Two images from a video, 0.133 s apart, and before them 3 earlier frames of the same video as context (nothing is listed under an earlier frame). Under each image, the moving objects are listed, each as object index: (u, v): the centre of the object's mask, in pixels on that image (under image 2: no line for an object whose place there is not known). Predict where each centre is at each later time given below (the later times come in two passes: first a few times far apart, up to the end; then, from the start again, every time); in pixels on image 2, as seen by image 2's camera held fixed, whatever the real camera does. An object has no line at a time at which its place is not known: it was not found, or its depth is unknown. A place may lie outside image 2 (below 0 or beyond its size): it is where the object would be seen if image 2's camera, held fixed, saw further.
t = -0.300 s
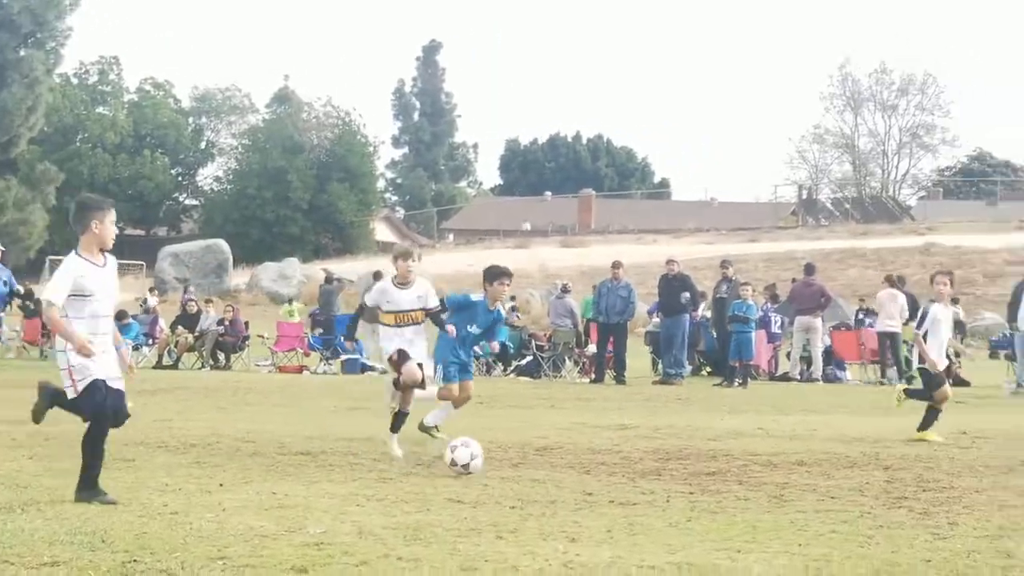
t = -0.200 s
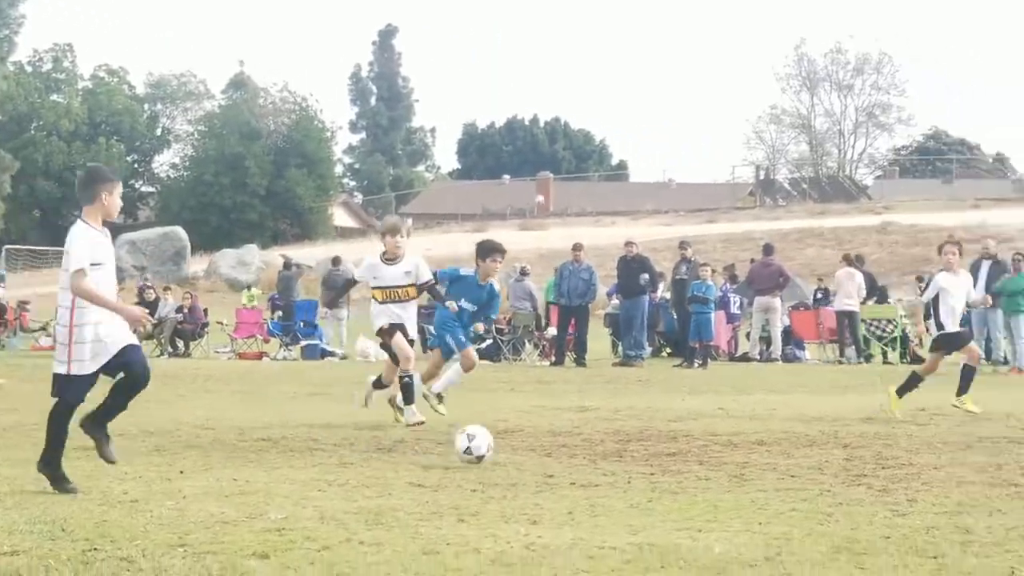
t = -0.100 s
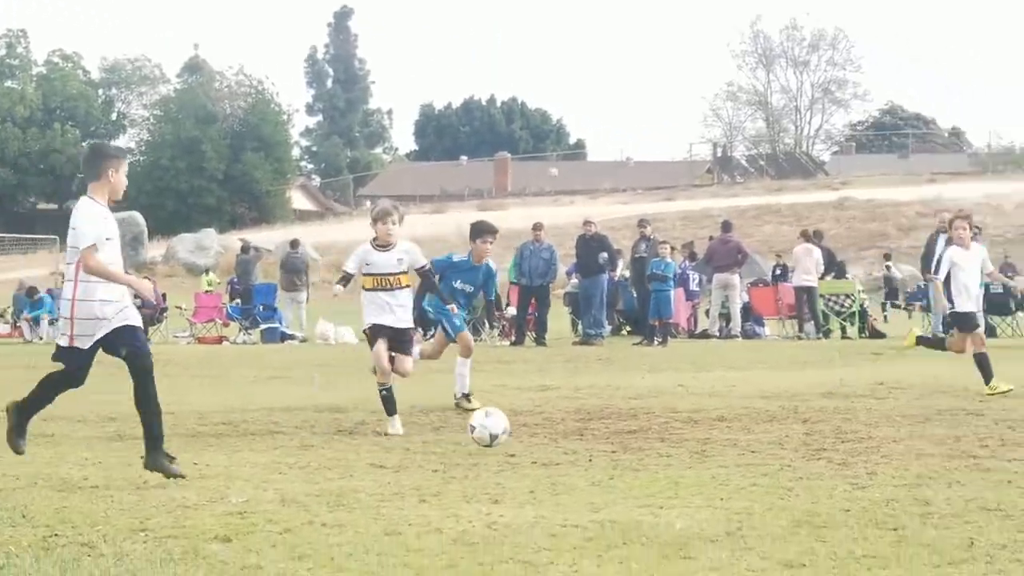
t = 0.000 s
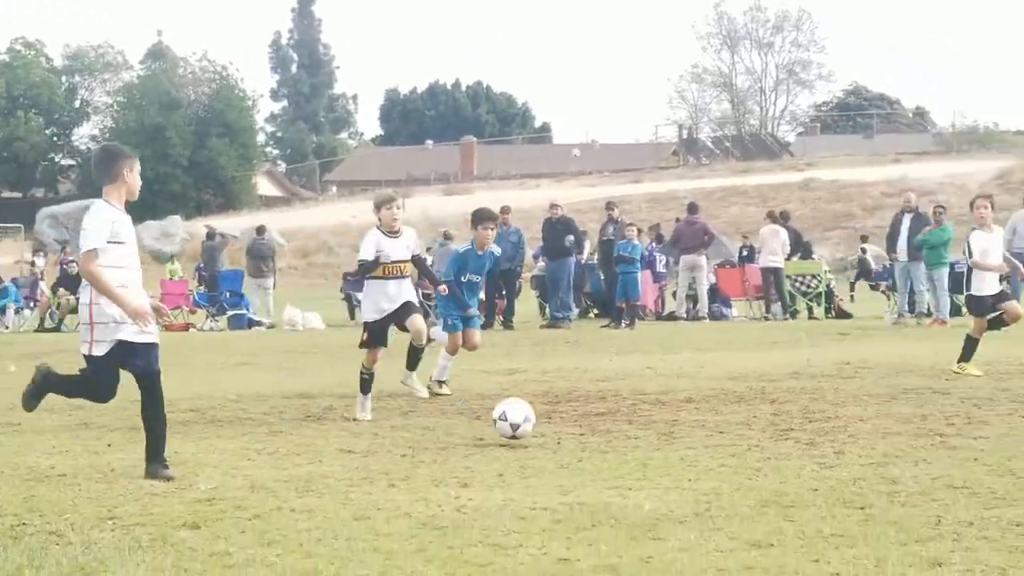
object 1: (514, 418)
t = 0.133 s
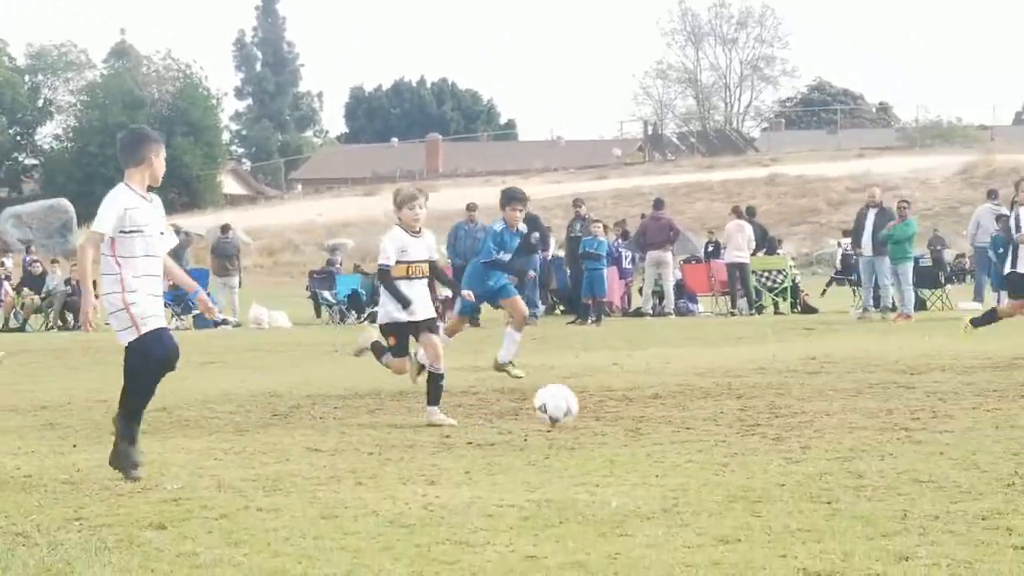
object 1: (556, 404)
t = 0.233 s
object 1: (616, 422)
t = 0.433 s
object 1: (745, 422)
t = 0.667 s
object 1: (909, 420)
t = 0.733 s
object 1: (958, 425)
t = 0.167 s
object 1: (576, 408)
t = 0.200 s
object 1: (596, 413)
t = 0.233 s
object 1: (616, 422)
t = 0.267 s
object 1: (638, 429)
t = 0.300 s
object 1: (658, 422)
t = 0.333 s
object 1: (679, 418)
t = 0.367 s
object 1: (701, 417)
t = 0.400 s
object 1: (723, 418)
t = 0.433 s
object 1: (745, 422)
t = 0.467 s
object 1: (769, 427)
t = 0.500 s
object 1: (793, 438)
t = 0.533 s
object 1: (816, 442)
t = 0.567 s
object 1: (838, 431)
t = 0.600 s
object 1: (861, 425)
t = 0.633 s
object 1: (885, 420)
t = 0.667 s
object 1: (909, 420)
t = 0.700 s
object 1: (933, 422)
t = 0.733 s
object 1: (958, 425)
